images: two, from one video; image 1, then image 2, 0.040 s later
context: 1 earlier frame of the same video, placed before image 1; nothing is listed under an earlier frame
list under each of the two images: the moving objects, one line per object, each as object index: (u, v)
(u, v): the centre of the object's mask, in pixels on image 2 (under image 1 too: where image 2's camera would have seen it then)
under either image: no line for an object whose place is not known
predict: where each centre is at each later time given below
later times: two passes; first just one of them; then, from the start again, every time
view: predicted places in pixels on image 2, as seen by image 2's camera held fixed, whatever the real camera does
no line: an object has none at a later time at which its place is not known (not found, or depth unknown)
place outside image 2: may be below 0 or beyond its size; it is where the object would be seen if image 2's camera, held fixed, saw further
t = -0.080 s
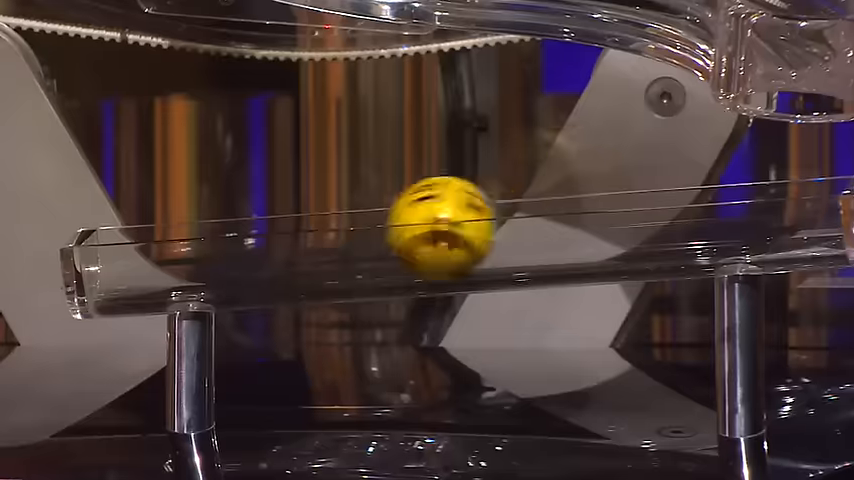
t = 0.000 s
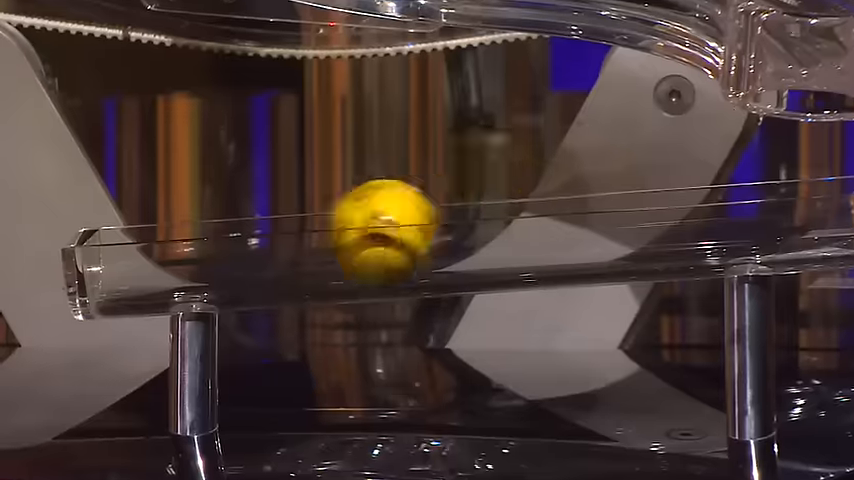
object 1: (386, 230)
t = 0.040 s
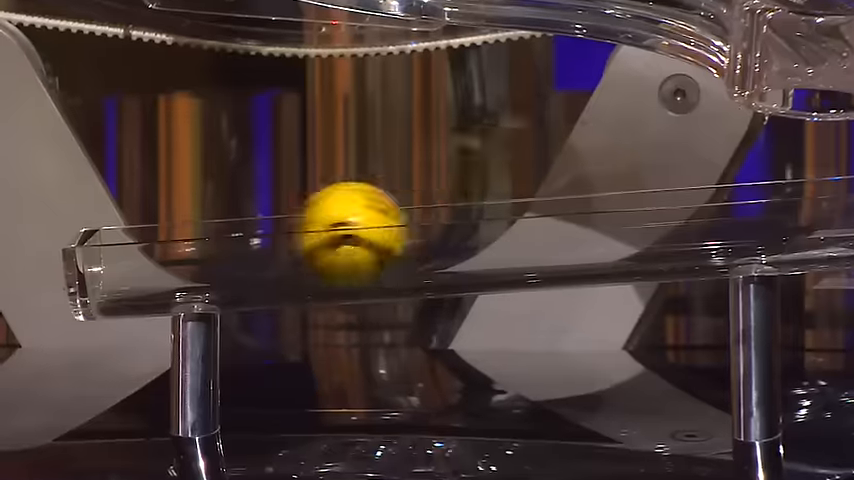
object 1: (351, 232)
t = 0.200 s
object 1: (206, 244)
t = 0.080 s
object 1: (315, 235)
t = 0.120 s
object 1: (278, 237)
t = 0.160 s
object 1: (244, 241)
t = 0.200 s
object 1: (206, 244)
